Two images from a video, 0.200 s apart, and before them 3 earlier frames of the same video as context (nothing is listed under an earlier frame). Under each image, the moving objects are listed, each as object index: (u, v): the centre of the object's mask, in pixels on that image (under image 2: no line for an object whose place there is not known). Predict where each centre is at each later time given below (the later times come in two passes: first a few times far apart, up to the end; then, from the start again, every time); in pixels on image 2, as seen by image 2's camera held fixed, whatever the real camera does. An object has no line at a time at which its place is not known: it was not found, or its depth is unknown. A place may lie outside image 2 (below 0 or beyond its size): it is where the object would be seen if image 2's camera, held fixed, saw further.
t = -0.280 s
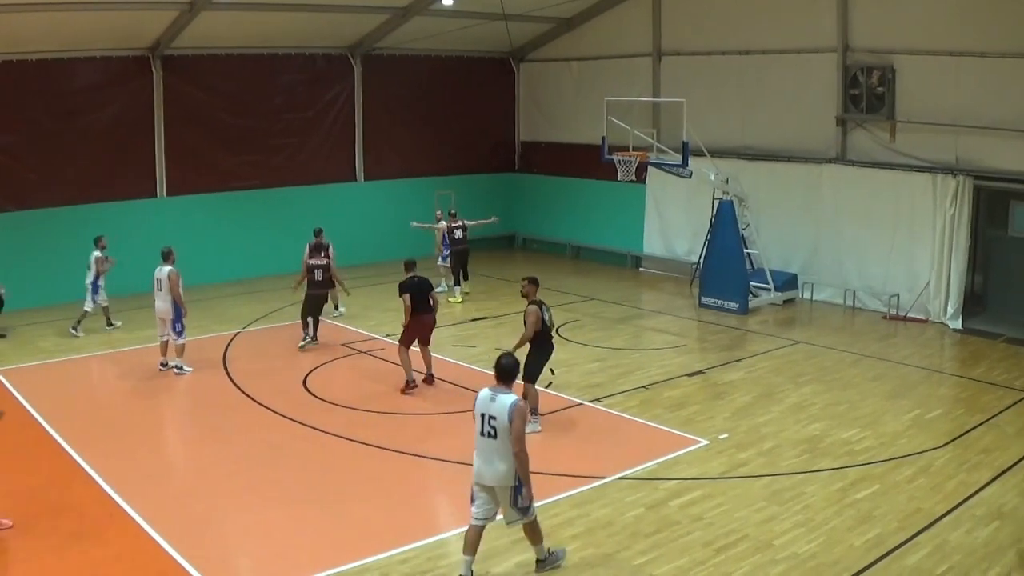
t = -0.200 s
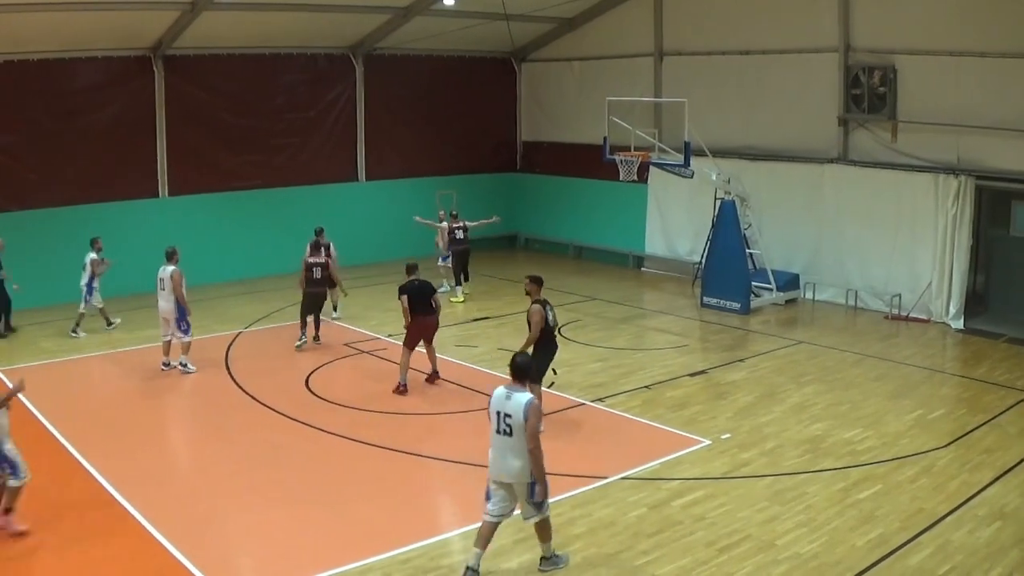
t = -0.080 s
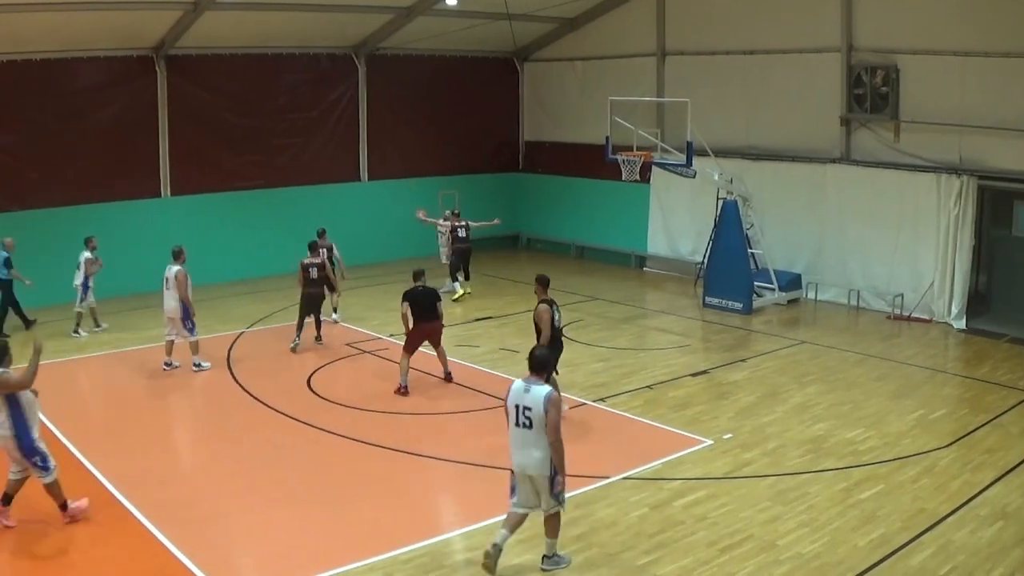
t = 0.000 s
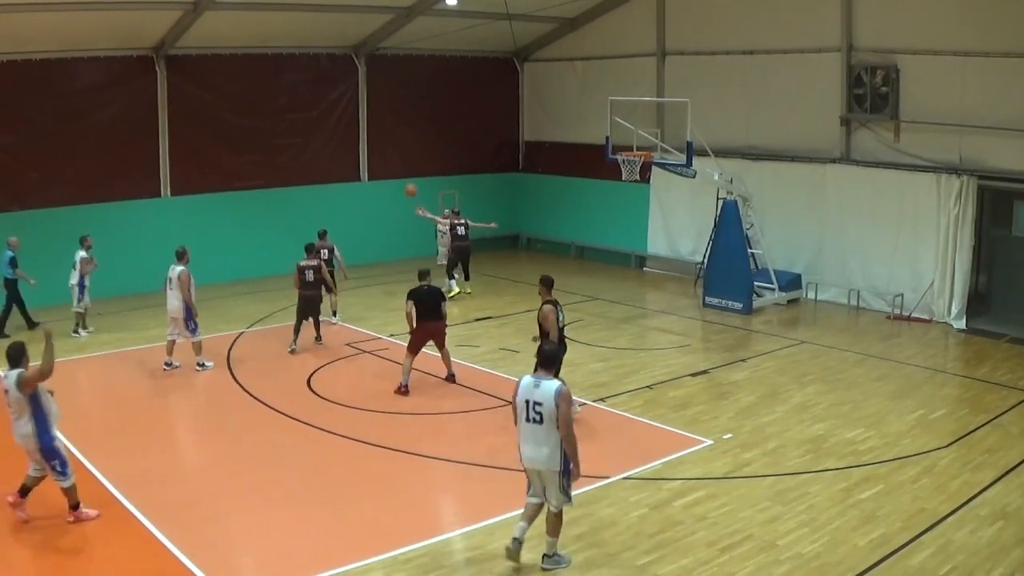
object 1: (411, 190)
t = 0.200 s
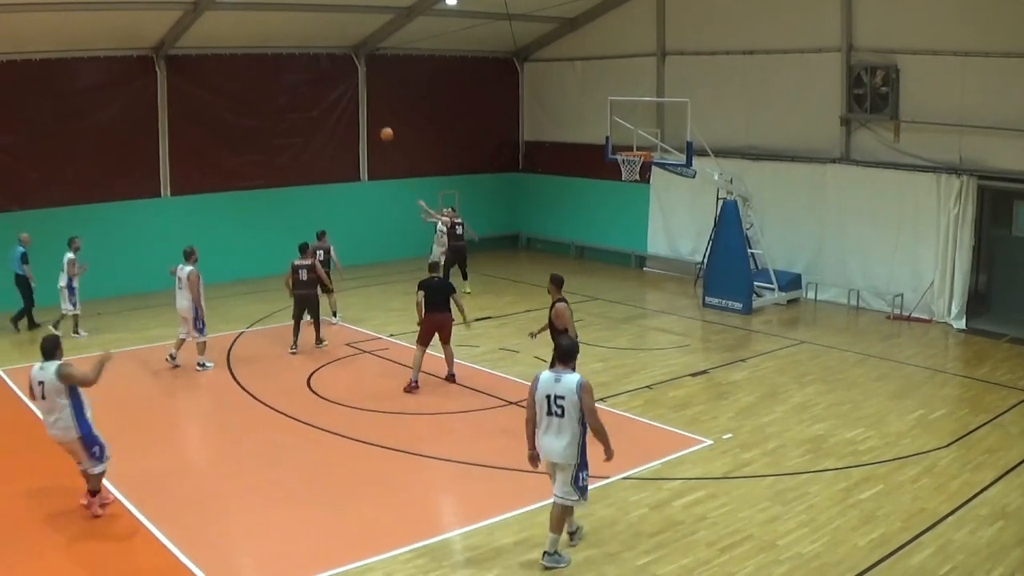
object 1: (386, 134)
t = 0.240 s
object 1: (381, 124)
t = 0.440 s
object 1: (351, 82)
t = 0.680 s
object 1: (311, 54)
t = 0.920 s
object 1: (260, 59)
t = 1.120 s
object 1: (208, 98)
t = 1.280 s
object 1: (160, 160)
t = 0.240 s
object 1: (381, 124)
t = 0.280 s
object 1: (375, 115)
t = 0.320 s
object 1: (370, 106)
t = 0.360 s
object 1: (364, 97)
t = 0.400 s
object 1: (358, 89)
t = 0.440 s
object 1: (351, 82)
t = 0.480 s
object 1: (346, 76)
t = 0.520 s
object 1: (339, 70)
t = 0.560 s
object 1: (332, 65)
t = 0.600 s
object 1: (325, 60)
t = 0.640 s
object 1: (318, 57)
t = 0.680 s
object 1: (311, 54)
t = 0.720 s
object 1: (303, 53)
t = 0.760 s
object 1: (295, 52)
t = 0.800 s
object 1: (287, 52)
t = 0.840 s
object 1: (278, 53)
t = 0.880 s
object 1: (269, 56)
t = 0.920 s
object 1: (260, 59)
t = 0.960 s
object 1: (251, 64)
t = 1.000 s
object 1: (240, 70)
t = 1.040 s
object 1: (230, 78)
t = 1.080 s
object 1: (220, 87)
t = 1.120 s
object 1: (208, 98)
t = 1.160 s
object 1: (197, 111)
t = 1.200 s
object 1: (186, 125)
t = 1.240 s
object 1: (174, 141)
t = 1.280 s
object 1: (160, 160)
